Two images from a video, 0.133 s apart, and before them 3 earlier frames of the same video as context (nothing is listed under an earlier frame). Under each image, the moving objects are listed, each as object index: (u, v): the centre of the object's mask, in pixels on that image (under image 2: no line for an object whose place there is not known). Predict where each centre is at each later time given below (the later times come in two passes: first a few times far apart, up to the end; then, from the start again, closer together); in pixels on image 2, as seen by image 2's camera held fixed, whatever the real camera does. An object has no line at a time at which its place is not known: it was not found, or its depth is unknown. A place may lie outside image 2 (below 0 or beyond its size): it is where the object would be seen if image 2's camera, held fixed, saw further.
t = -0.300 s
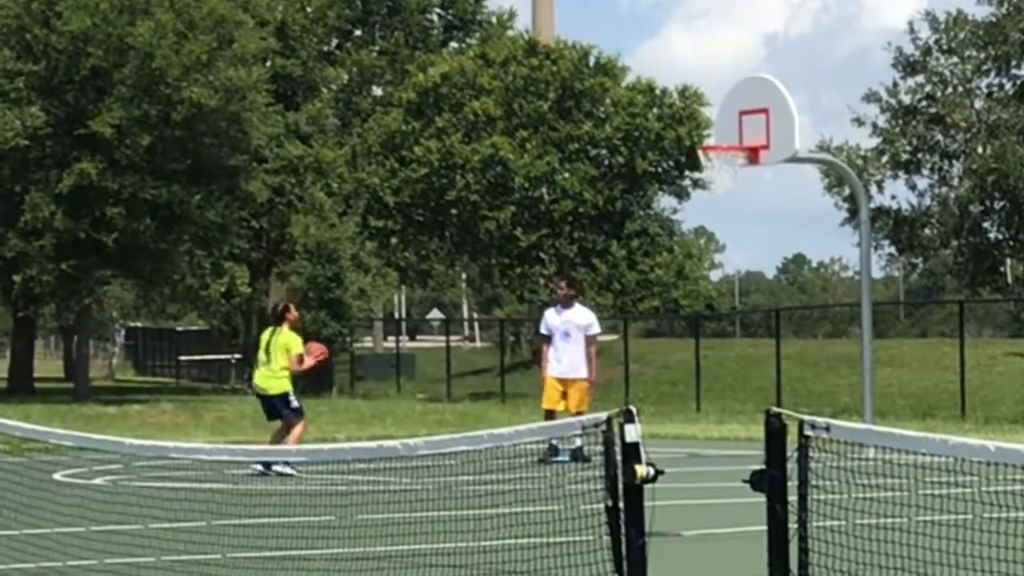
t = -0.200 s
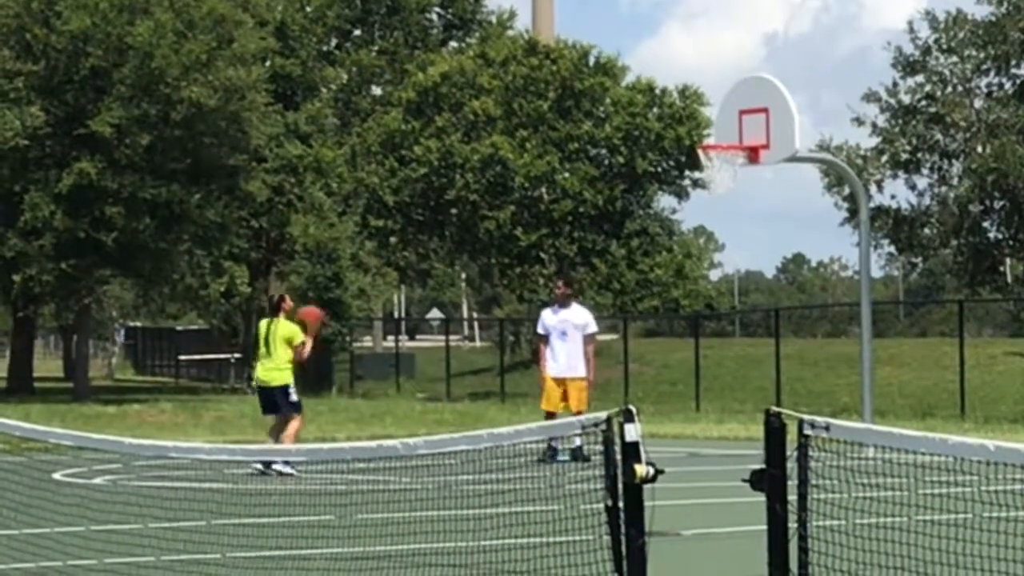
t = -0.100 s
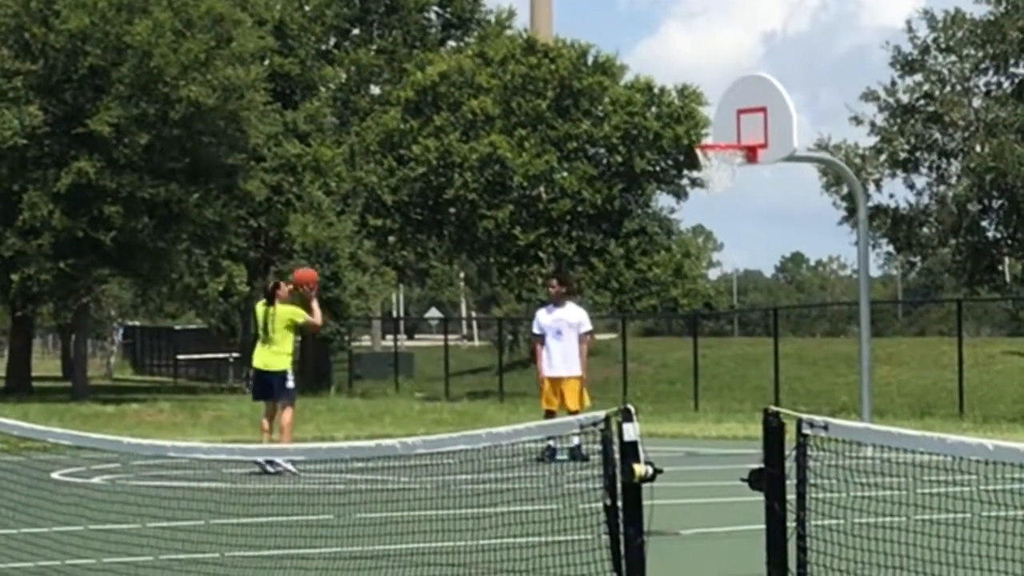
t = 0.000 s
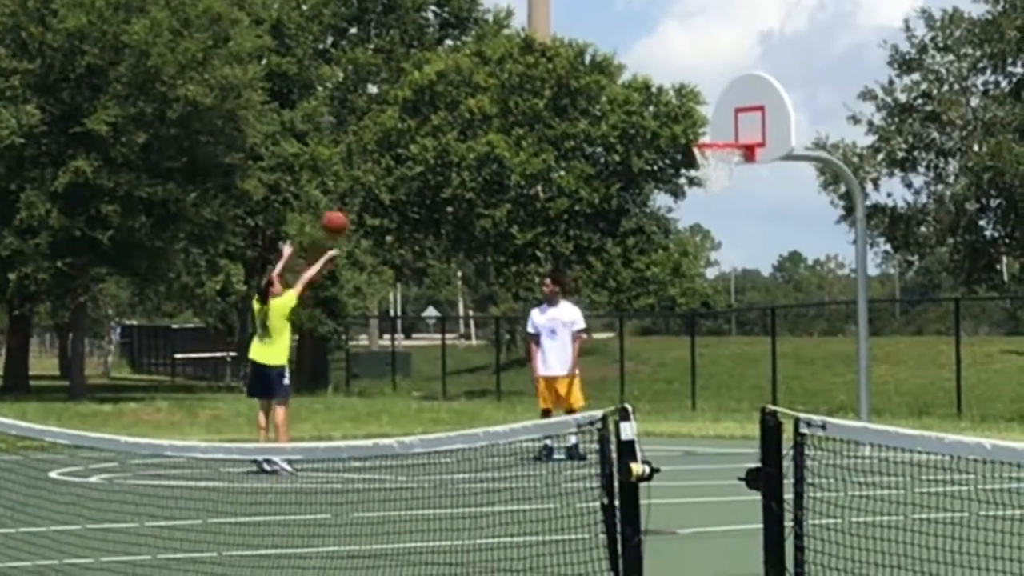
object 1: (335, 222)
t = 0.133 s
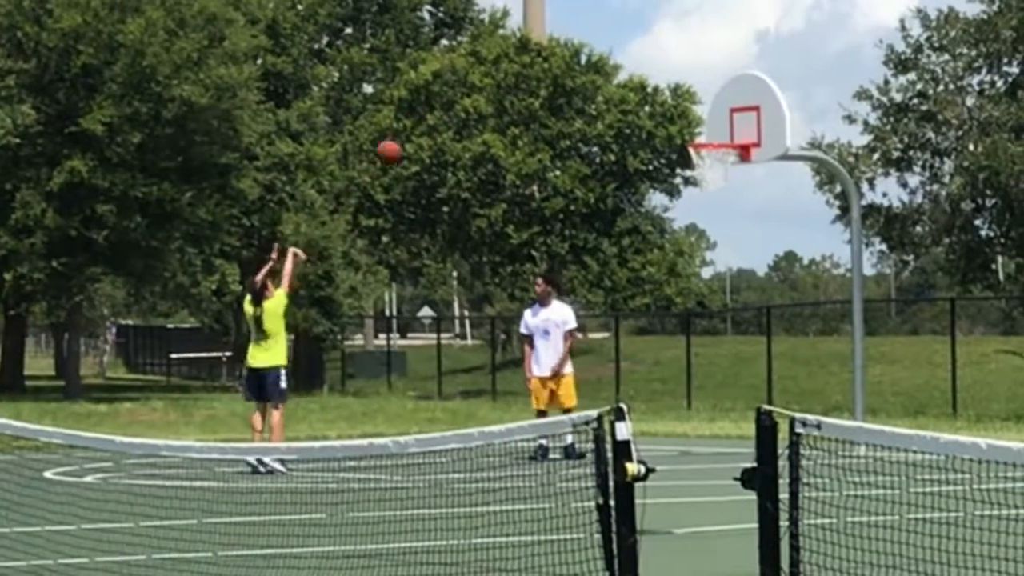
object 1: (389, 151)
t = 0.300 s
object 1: (460, 93)
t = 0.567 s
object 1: (574, 65)
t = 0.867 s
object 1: (698, 122)
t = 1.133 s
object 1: (689, 162)
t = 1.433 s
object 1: (676, 184)
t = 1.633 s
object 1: (671, 247)
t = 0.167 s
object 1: (402, 138)
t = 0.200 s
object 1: (418, 123)
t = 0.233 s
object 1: (431, 112)
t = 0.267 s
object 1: (446, 102)
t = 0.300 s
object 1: (460, 93)
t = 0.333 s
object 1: (475, 86)
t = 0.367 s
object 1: (489, 79)
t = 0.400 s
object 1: (504, 75)
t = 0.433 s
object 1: (518, 69)
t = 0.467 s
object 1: (531, 66)
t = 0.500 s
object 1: (548, 64)
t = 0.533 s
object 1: (561, 63)
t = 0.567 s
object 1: (574, 65)
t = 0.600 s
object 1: (588, 68)
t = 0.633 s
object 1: (602, 69)
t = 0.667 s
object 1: (616, 74)
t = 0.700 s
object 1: (629, 79)
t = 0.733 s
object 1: (642, 85)
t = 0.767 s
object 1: (657, 91)
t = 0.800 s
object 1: (671, 99)
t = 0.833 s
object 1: (684, 111)
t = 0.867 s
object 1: (698, 122)
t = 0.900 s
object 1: (711, 133)
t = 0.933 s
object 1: (724, 147)
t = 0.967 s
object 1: (721, 158)
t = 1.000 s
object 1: (714, 165)
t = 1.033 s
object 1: (706, 169)
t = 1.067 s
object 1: (698, 169)
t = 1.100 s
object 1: (693, 166)
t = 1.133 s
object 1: (689, 162)
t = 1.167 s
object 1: (686, 160)
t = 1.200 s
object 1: (685, 159)
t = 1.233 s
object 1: (684, 159)
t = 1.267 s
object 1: (685, 159)
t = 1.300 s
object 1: (680, 163)
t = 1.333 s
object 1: (680, 166)
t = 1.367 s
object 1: (678, 171)
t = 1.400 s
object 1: (678, 175)
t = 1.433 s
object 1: (676, 184)
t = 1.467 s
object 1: (675, 191)
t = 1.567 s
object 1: (672, 220)
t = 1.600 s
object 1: (672, 233)
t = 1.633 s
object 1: (671, 247)
